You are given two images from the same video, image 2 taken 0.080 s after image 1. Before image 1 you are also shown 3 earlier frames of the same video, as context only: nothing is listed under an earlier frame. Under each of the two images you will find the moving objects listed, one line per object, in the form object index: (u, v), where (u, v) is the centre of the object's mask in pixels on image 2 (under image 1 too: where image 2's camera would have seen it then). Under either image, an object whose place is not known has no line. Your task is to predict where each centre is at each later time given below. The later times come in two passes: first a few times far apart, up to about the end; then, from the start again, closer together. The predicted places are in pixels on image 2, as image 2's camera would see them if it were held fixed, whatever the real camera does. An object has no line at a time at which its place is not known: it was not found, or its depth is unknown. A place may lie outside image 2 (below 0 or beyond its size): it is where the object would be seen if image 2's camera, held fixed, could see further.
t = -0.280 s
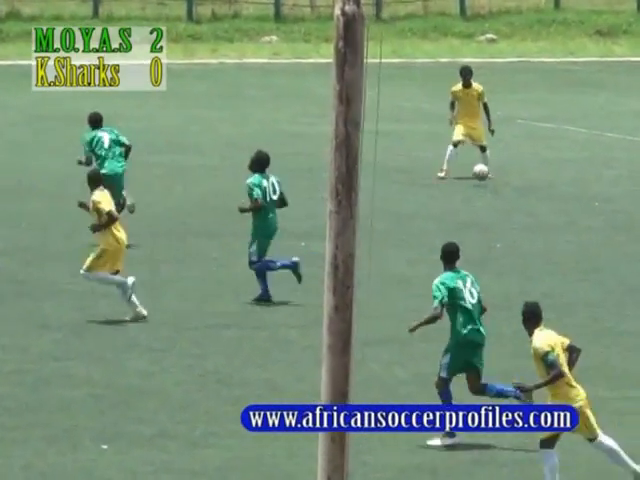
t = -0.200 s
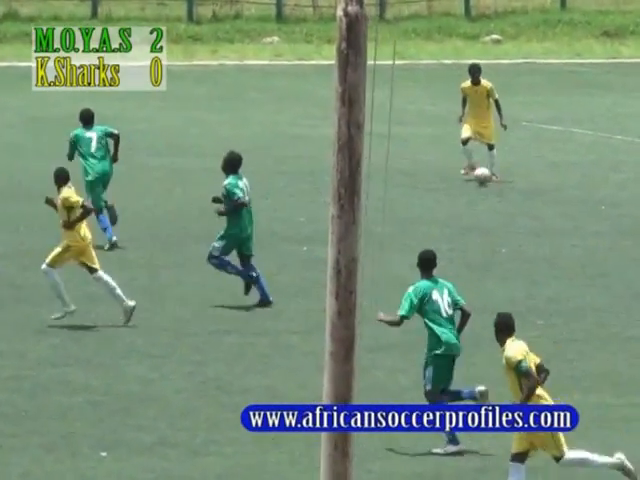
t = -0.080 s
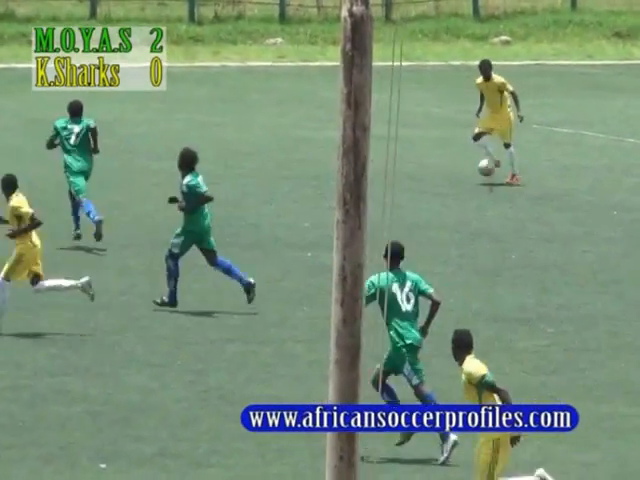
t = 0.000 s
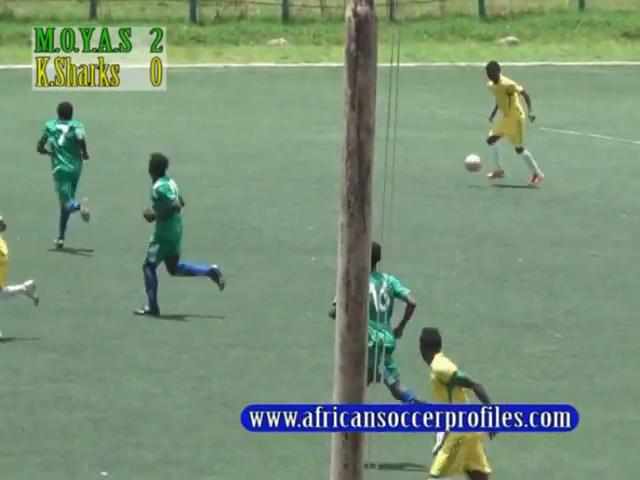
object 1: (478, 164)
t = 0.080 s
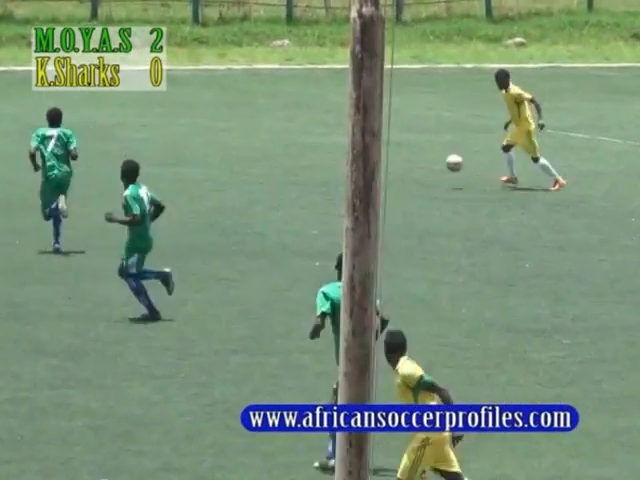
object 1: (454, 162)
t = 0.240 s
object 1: (405, 168)
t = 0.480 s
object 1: (343, 165)
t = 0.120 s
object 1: (442, 161)
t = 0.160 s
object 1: (430, 163)
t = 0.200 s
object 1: (418, 165)
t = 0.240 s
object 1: (405, 168)
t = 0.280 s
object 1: (392, 173)
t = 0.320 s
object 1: (386, 175)
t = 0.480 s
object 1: (343, 165)
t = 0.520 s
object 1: (334, 168)
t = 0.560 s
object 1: (326, 169)
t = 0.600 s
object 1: (317, 169)
